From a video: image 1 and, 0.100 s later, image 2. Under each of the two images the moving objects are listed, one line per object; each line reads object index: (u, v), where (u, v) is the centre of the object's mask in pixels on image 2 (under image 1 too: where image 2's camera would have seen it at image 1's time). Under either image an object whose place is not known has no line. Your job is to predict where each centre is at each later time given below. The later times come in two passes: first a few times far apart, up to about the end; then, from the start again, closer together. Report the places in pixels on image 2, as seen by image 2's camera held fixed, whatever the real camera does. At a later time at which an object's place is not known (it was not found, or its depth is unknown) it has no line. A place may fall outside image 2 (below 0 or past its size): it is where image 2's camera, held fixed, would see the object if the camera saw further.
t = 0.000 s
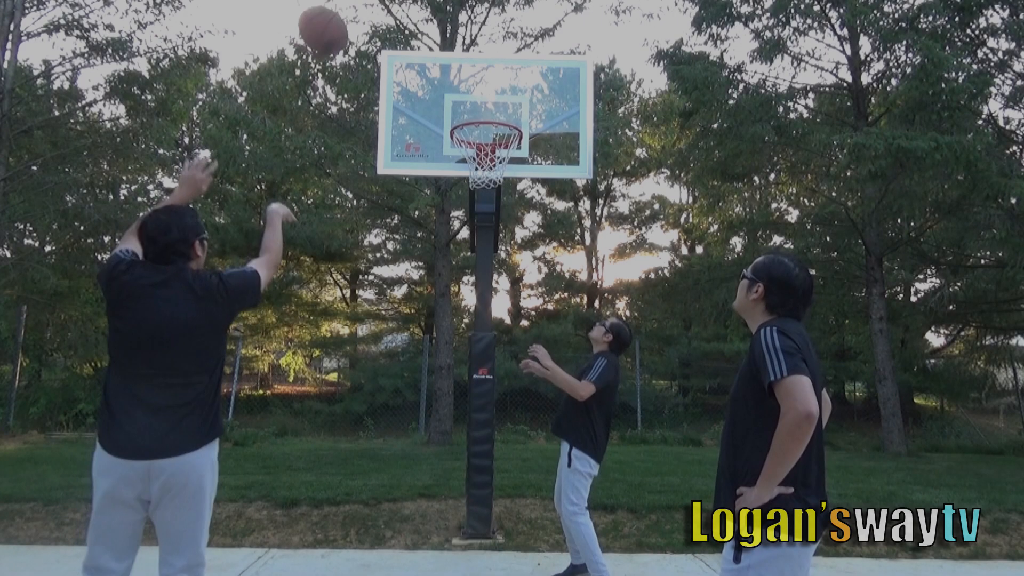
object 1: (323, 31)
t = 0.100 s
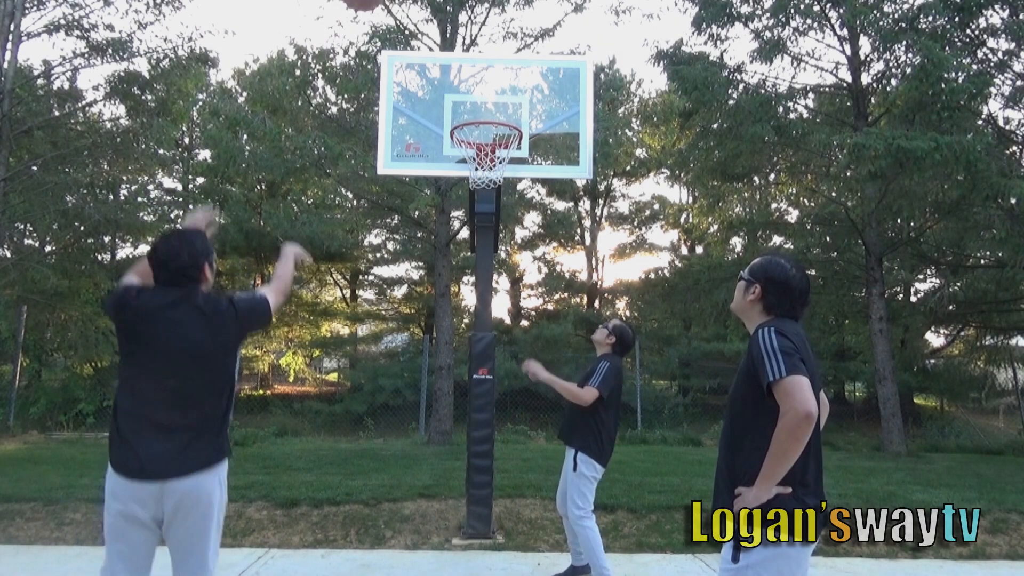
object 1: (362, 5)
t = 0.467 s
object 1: (452, 12)
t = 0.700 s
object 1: (489, 110)
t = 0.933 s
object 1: (470, 163)
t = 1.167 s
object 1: (478, 167)
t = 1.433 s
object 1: (502, 228)
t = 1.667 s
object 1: (522, 369)
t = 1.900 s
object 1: (537, 545)
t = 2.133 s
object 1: (547, 401)
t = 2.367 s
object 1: (552, 341)
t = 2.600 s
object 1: (557, 357)
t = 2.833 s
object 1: (558, 446)
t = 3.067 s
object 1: (560, 503)
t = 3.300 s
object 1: (561, 423)
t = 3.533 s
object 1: (561, 416)
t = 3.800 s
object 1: (559, 494)
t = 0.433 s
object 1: (446, 7)
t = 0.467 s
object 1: (452, 12)
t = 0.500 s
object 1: (457, 18)
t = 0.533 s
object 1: (463, 33)
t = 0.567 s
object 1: (470, 47)
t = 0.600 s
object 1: (475, 62)
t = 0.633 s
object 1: (480, 79)
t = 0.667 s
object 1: (485, 98)
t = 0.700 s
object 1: (489, 110)
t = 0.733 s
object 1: (492, 113)
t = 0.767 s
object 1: (494, 128)
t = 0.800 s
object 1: (496, 138)
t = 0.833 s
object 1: (492, 142)
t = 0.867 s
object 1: (486, 150)
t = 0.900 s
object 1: (476, 158)
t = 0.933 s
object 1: (470, 163)
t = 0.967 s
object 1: (464, 166)
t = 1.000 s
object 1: (462, 164)
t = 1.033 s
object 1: (463, 164)
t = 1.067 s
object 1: (466, 163)
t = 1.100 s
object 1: (469, 163)
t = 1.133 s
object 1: (473, 165)
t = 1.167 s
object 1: (478, 167)
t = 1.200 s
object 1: (481, 169)
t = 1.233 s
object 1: (482, 174)
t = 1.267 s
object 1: (486, 184)
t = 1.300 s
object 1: (490, 188)
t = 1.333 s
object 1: (493, 194)
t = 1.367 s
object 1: (497, 204)
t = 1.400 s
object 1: (499, 215)
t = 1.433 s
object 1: (502, 228)
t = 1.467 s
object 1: (504, 243)
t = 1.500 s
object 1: (507, 260)
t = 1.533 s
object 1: (512, 280)
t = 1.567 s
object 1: (515, 301)
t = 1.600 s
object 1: (518, 325)
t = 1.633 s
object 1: (520, 345)
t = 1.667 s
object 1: (522, 369)
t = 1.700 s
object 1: (524, 396)
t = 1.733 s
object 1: (527, 423)
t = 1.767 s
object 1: (529, 452)
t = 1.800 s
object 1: (531, 482)
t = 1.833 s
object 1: (533, 518)
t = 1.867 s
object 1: (534, 551)
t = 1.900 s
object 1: (537, 545)
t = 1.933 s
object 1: (538, 520)
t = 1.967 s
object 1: (540, 494)
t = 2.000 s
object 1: (541, 473)
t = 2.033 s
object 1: (542, 452)
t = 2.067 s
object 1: (544, 432)
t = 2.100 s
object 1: (544, 416)
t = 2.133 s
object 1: (547, 401)
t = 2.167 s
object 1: (547, 388)
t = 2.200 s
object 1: (548, 376)
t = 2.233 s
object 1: (549, 366)
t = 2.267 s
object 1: (550, 357)
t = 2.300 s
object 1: (551, 350)
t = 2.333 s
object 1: (551, 345)
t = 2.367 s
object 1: (552, 341)
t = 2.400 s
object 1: (553, 339)
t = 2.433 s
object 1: (553, 338)
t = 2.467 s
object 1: (554, 339)
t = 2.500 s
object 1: (555, 341)
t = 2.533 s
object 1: (555, 345)
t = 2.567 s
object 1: (556, 350)
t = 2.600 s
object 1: (557, 357)
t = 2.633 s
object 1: (557, 365)
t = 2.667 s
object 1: (557, 375)
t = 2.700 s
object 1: (557, 386)
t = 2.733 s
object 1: (557, 399)
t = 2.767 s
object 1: (558, 413)
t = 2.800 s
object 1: (558, 428)
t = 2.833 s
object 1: (558, 446)
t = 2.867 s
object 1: (559, 465)
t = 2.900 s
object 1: (558, 486)
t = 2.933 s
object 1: (559, 508)
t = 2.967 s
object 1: (559, 532)
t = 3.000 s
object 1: (558, 540)
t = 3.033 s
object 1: (559, 519)
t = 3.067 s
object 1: (560, 503)
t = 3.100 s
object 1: (560, 486)
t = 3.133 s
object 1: (560, 472)
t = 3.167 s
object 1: (560, 459)
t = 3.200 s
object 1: (560, 448)
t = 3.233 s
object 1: (560, 437)
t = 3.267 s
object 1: (562, 429)
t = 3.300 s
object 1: (561, 423)
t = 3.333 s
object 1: (561, 417)
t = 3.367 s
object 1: (561, 413)
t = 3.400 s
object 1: (561, 411)
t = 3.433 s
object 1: (561, 410)
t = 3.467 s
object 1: (562, 411)
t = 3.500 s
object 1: (562, 412)
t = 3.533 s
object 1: (561, 416)
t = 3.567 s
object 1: (561, 420)
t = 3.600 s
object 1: (561, 427)
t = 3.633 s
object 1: (560, 433)
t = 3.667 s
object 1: (560, 443)
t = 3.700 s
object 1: (560, 453)
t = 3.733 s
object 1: (559, 466)
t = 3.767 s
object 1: (559, 478)
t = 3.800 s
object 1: (559, 494)
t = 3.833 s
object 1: (559, 511)
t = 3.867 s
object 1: (559, 530)
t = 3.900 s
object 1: (558, 536)
